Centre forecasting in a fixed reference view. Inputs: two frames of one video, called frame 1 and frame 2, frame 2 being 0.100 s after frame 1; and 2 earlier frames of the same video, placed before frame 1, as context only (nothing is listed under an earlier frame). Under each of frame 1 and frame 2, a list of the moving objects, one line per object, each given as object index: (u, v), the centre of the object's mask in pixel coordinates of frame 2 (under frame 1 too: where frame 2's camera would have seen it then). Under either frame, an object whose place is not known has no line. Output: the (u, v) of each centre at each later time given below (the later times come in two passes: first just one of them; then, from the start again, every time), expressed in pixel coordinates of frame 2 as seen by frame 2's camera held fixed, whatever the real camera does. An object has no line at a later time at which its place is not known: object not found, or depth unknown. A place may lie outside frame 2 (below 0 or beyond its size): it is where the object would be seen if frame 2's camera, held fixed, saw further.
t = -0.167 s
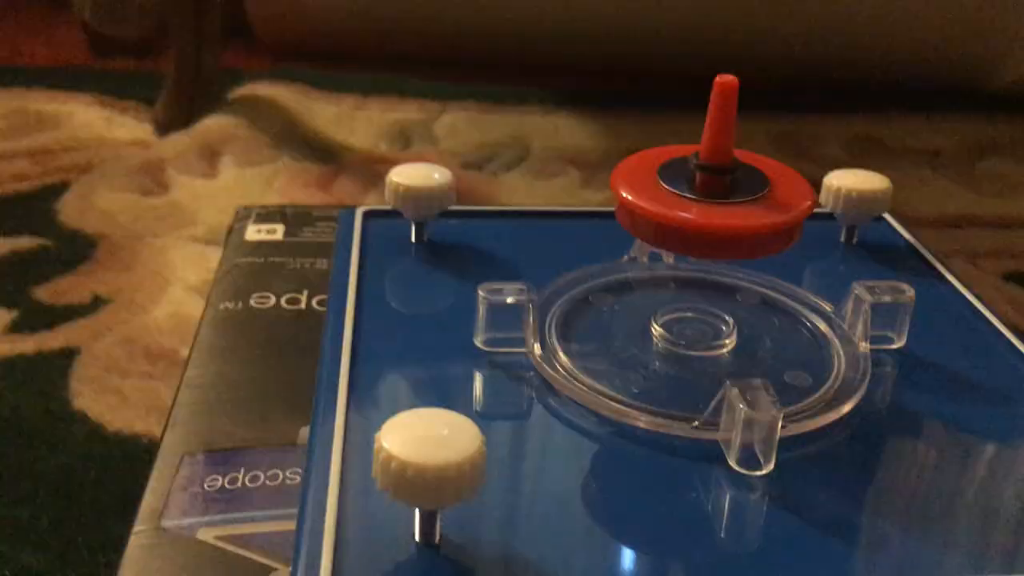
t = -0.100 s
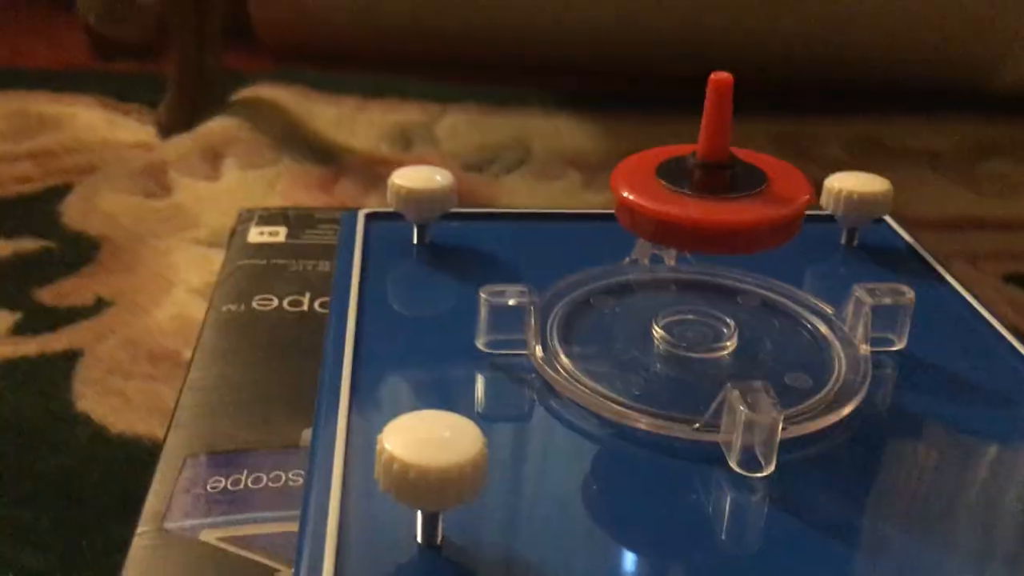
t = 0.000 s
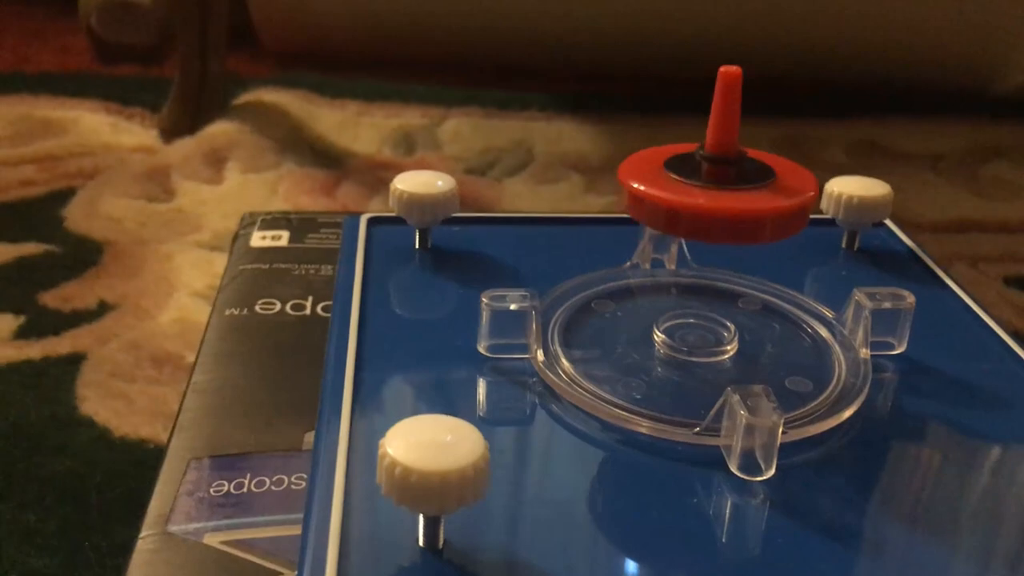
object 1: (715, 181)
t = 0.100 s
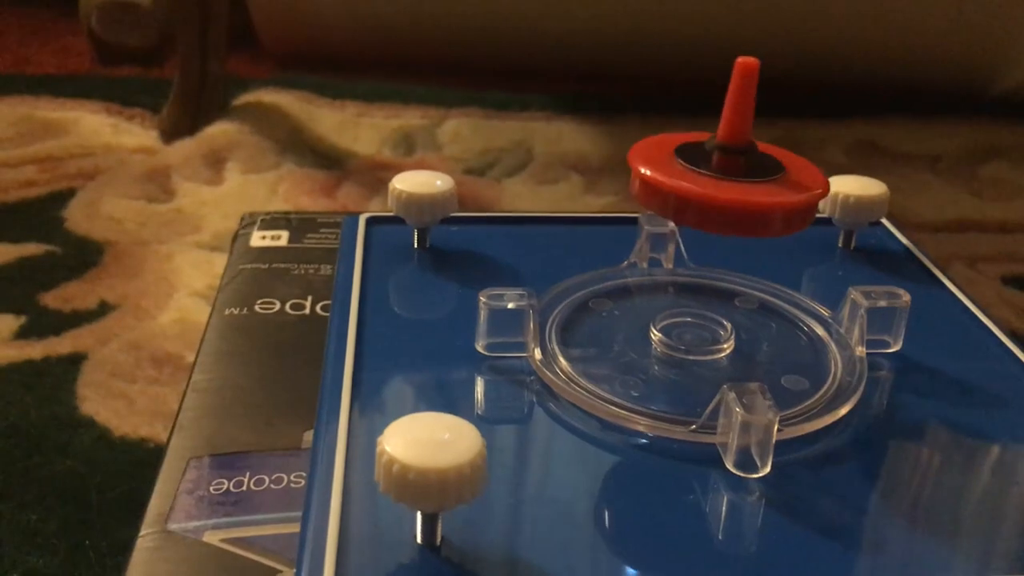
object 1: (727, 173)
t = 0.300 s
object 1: (729, 180)
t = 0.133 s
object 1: (730, 172)
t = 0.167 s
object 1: (731, 173)
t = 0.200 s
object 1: (732, 174)
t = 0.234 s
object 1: (732, 175)
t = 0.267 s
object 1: (731, 178)
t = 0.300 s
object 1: (729, 180)
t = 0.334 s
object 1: (727, 183)
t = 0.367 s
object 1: (726, 186)
